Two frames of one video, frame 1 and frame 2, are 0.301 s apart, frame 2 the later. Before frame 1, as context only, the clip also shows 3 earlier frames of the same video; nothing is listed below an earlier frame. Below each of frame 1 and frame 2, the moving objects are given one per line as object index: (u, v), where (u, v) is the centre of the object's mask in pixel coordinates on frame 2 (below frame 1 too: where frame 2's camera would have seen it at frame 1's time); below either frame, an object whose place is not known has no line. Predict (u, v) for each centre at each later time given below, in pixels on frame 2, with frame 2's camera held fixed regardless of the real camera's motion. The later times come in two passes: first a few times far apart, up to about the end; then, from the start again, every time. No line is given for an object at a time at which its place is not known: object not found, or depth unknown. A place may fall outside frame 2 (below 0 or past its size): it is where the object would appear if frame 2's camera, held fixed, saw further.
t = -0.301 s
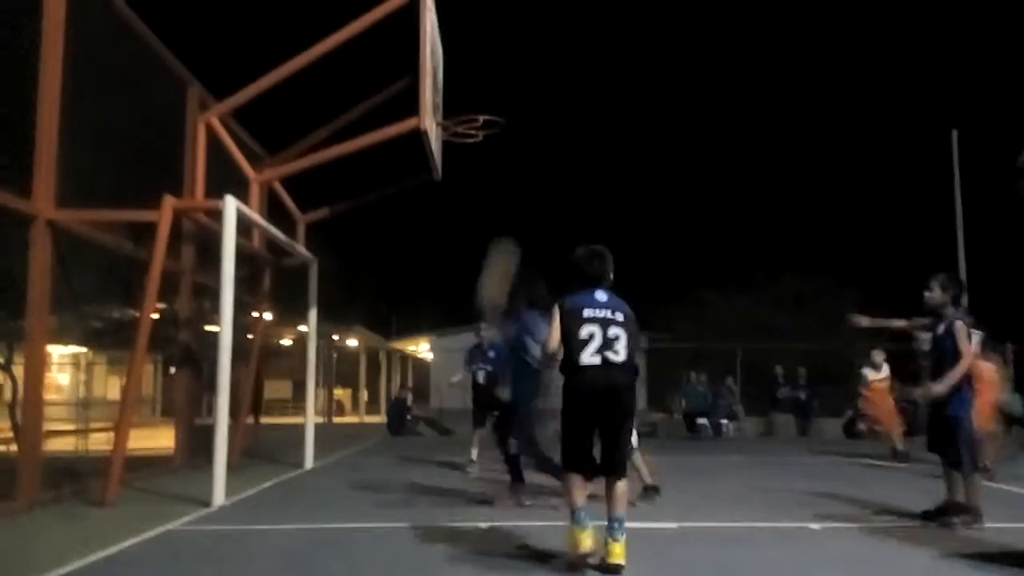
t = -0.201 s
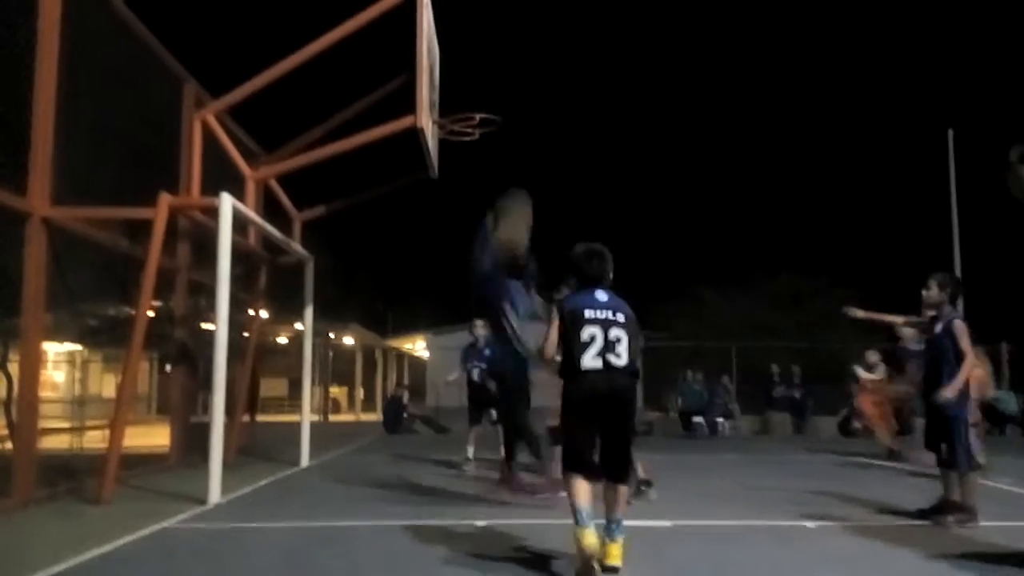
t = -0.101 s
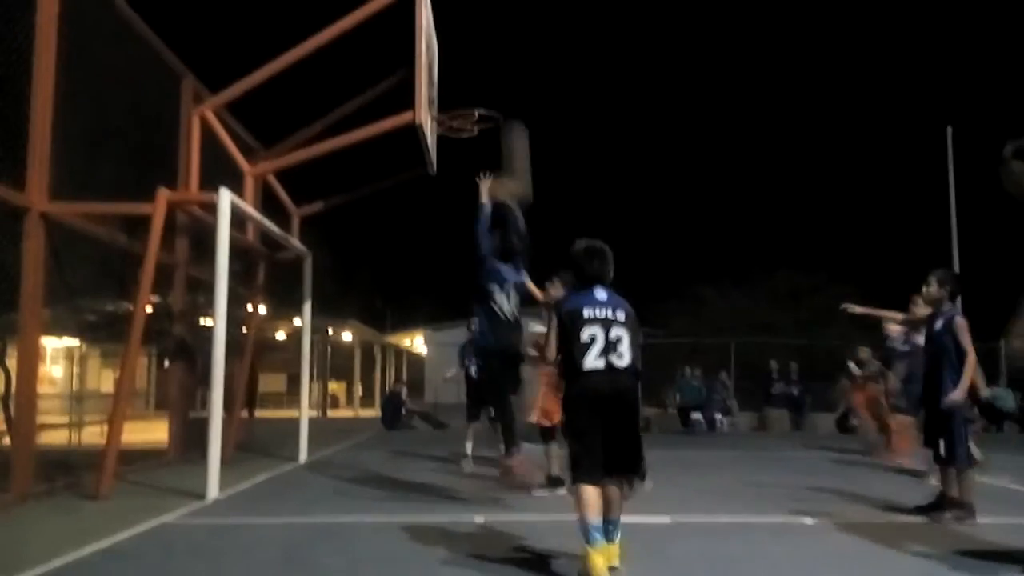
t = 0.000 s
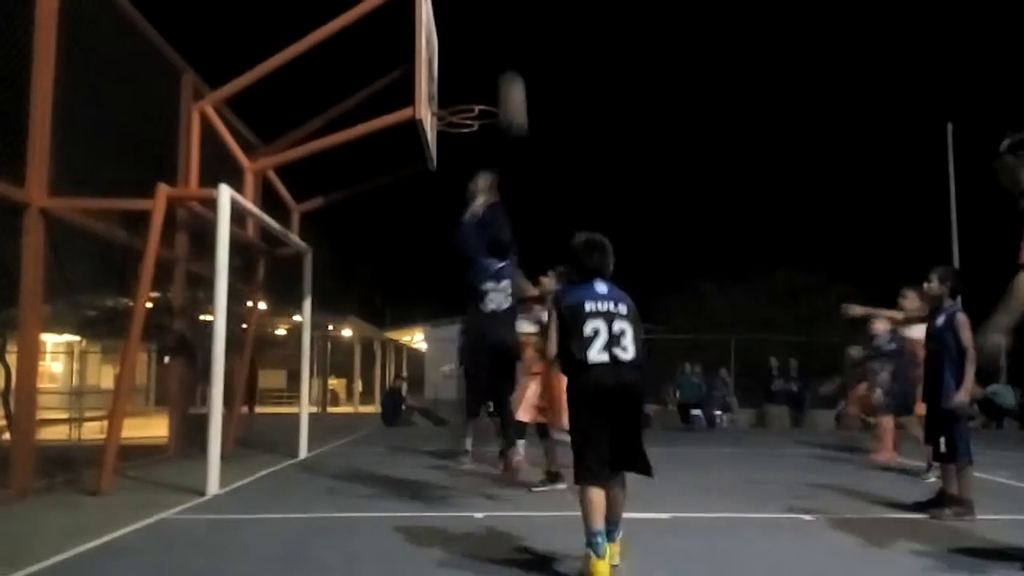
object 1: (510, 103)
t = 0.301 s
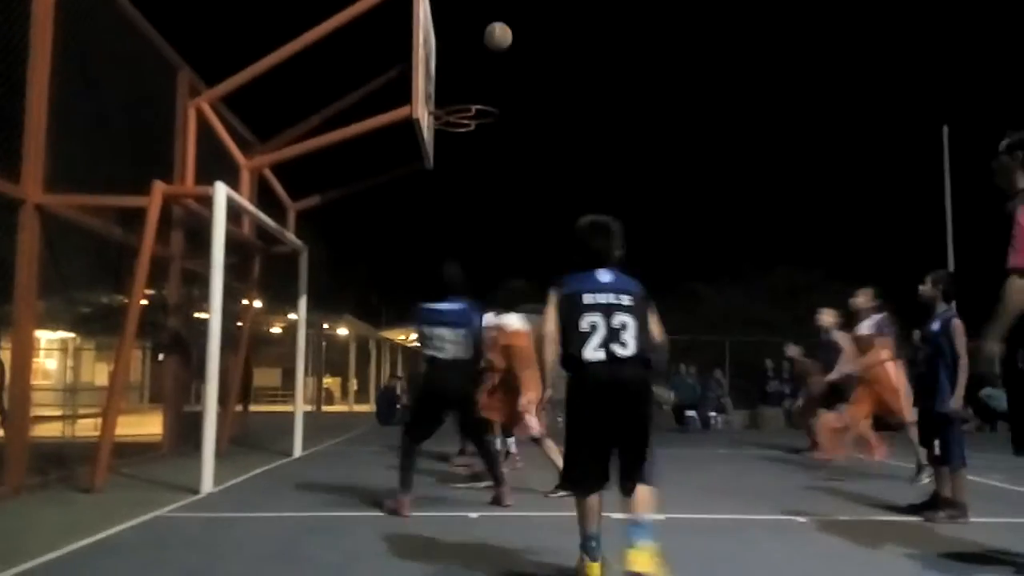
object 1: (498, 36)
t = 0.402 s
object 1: (494, 40)
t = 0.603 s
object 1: (489, 78)
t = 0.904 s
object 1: (453, 91)
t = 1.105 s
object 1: (453, 98)
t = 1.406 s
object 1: (490, 140)
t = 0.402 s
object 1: (494, 40)
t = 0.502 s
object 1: (491, 53)
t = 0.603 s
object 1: (489, 78)
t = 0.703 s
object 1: (484, 105)
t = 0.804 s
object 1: (468, 93)
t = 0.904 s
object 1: (453, 91)
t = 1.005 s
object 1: (444, 97)
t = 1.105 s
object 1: (453, 98)
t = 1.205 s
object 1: (464, 101)
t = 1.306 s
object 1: (478, 114)
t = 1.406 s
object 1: (490, 140)
